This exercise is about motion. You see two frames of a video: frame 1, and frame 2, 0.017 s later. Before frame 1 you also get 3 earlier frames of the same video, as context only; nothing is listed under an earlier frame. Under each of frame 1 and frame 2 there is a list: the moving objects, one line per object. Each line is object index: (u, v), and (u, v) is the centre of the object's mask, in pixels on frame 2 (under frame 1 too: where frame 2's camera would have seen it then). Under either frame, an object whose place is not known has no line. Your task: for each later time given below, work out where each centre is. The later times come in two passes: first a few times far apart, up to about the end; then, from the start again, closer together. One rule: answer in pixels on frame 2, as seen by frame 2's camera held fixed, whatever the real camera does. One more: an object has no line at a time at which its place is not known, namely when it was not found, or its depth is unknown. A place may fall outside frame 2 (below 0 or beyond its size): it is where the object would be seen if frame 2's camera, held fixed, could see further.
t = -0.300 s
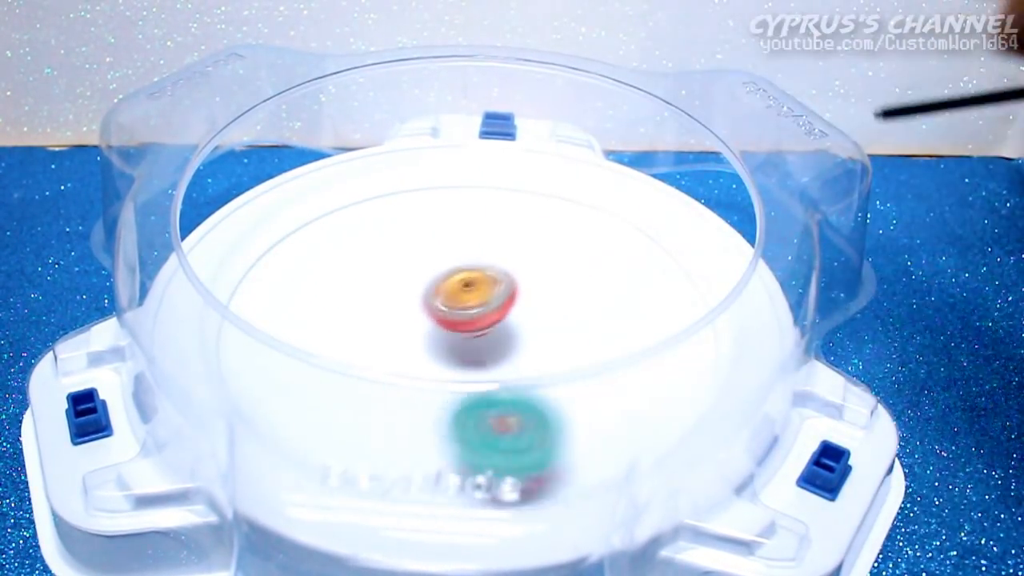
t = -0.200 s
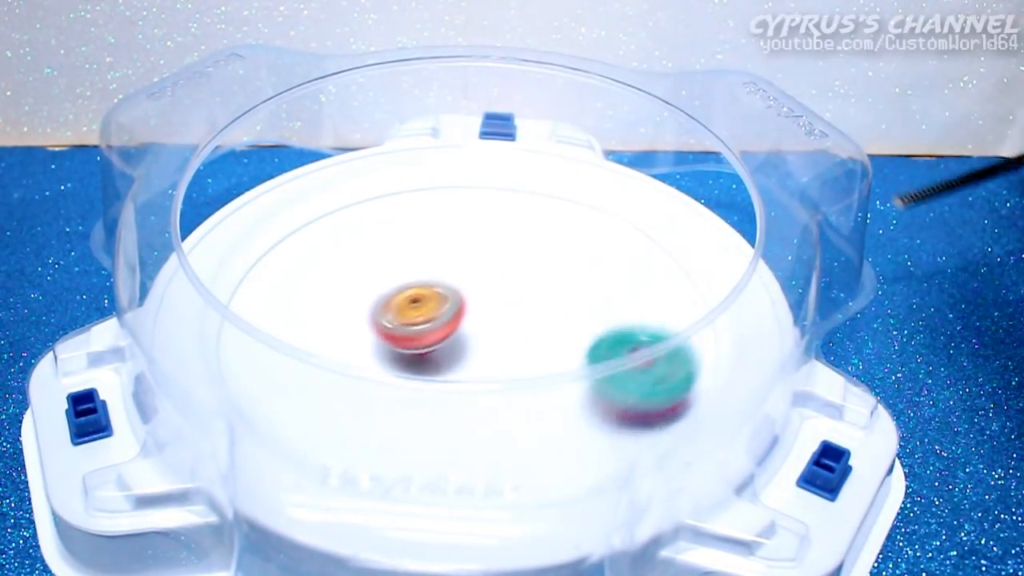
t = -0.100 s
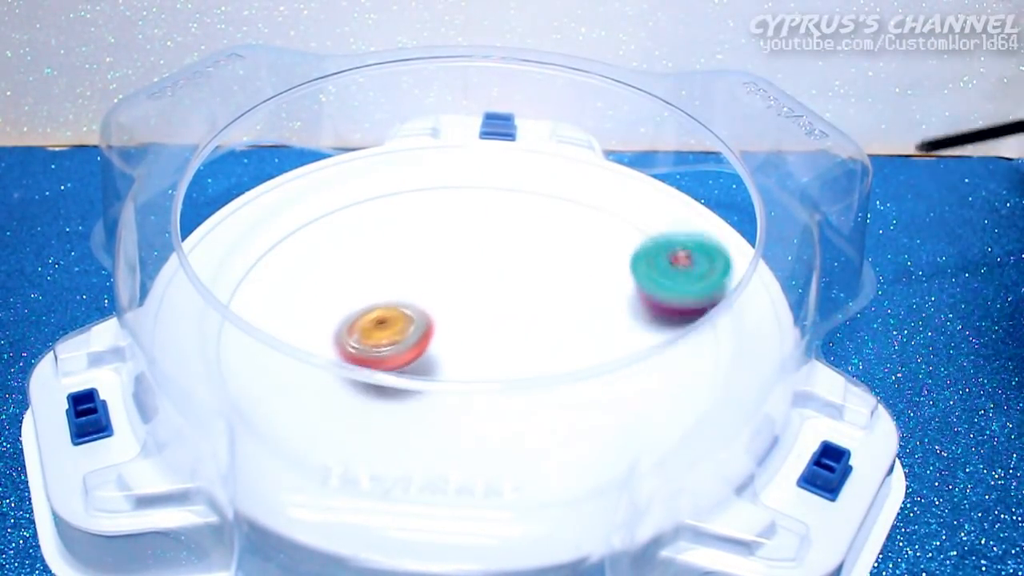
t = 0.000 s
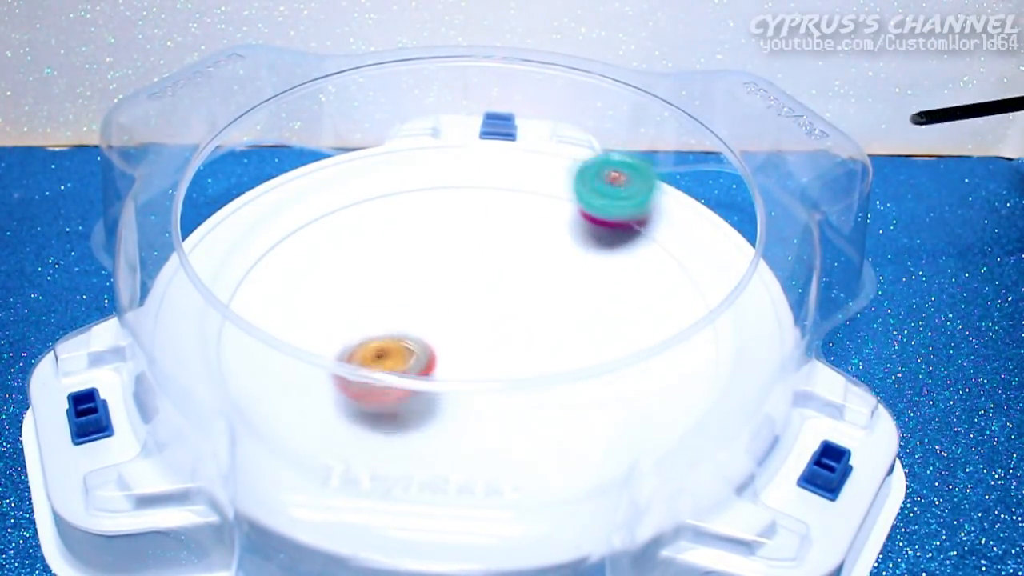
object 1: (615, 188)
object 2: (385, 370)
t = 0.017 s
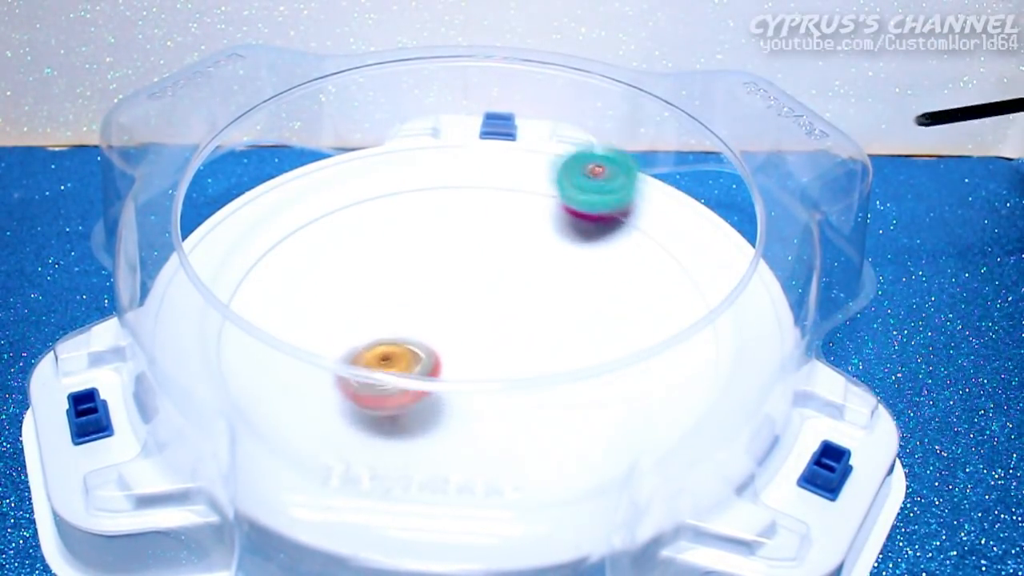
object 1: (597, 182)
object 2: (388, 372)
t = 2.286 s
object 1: (412, 440)
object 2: (591, 377)
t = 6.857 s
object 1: (550, 218)
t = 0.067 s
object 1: (531, 169)
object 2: (404, 399)
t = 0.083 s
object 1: (506, 166)
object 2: (409, 411)
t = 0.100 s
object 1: (484, 163)
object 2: (419, 415)
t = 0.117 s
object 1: (463, 162)
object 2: (429, 419)
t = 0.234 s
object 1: (312, 209)
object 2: (538, 429)
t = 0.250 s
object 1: (295, 222)
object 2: (555, 426)
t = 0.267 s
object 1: (284, 235)
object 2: (573, 421)
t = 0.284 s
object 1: (273, 251)
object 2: (588, 415)
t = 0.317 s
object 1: (264, 280)
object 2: (616, 403)
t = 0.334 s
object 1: (268, 293)
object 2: (625, 390)
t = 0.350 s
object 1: (277, 303)
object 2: (633, 380)
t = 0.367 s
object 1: (279, 321)
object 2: (637, 370)
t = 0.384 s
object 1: (288, 337)
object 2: (639, 360)
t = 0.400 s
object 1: (297, 360)
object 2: (639, 350)
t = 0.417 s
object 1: (311, 373)
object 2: (634, 332)
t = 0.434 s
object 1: (324, 399)
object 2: (630, 324)
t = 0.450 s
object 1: (345, 411)
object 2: (627, 318)
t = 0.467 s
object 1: (368, 420)
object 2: (622, 313)
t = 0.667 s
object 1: (644, 399)
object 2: (436, 238)
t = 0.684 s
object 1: (661, 390)
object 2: (416, 237)
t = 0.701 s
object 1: (675, 379)
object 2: (396, 234)
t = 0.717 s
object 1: (682, 364)
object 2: (375, 234)
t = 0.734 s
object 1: (688, 351)
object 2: (356, 233)
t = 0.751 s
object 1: (693, 338)
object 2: (339, 232)
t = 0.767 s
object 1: (694, 322)
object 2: (321, 236)
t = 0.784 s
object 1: (693, 309)
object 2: (304, 238)
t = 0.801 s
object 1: (684, 294)
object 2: (290, 240)
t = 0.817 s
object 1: (685, 284)
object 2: (275, 246)
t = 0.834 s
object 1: (682, 274)
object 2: (261, 251)
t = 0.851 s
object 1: (674, 263)
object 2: (248, 257)
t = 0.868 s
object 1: (663, 252)
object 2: (237, 264)
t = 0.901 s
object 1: (633, 232)
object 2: (239, 283)
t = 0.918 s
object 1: (613, 223)
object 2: (241, 302)
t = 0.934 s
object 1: (590, 216)
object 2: (248, 314)
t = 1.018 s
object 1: (472, 200)
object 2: (279, 374)
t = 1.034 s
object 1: (448, 201)
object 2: (284, 389)
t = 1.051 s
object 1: (424, 205)
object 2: (292, 398)
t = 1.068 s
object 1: (401, 210)
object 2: (304, 408)
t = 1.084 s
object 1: (380, 217)
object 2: (317, 418)
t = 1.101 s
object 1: (358, 227)
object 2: (335, 425)
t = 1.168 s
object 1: (293, 276)
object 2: (421, 444)
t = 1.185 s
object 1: (284, 291)
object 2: (446, 443)
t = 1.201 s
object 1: (282, 302)
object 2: (470, 444)
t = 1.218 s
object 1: (276, 318)
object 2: (494, 444)
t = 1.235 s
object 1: (276, 334)
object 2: (516, 442)
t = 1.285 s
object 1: (282, 394)
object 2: (576, 418)
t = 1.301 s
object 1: (294, 405)
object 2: (592, 406)
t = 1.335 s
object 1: (329, 435)
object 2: (614, 380)
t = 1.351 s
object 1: (354, 450)
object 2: (622, 367)
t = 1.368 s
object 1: (385, 456)
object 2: (625, 350)
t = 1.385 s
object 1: (418, 461)
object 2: (621, 329)
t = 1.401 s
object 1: (449, 463)
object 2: (626, 320)
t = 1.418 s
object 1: (476, 463)
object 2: (627, 310)
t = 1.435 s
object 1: (506, 460)
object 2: (623, 296)
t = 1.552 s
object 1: (668, 390)
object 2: (551, 209)
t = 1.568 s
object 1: (684, 377)
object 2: (535, 199)
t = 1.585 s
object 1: (688, 357)
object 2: (517, 189)
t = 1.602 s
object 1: (693, 338)
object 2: (499, 180)
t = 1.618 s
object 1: (687, 318)
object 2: (481, 175)
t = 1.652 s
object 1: (675, 289)
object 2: (444, 164)
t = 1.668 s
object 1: (665, 276)
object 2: (425, 161)
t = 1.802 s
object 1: (500, 206)
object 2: (287, 214)
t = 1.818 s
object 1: (475, 203)
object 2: (273, 224)
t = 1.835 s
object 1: (453, 201)
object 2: (261, 238)
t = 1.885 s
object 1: (387, 204)
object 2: (245, 281)
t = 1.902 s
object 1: (366, 208)
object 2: (235, 299)
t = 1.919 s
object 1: (346, 213)
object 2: (233, 313)
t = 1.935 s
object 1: (326, 219)
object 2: (233, 327)
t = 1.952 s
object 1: (308, 226)
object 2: (236, 340)
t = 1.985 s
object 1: (276, 244)
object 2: (244, 363)
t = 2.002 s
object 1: (262, 255)
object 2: (251, 375)
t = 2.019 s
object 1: (250, 265)
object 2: (262, 385)
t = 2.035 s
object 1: (243, 275)
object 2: (275, 395)
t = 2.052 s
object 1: (232, 289)
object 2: (293, 404)
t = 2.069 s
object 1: (223, 304)
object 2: (314, 414)
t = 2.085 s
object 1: (222, 321)
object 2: (336, 419)
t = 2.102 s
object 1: (229, 337)
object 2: (360, 424)
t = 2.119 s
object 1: (230, 360)
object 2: (383, 427)
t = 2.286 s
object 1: (412, 440)
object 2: (591, 377)
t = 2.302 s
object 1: (441, 441)
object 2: (602, 365)
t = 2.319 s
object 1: (469, 442)
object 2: (611, 351)
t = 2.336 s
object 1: (495, 440)
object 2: (612, 330)
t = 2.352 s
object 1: (521, 437)
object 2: (619, 323)
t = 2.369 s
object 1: (543, 429)
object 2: (624, 312)
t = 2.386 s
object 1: (567, 420)
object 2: (627, 299)
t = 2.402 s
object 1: (588, 411)
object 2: (628, 289)
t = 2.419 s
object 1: (608, 402)
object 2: (625, 273)
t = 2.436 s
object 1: (616, 384)
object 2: (621, 261)
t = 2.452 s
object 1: (624, 370)
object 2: (616, 247)
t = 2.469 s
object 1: (625, 350)
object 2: (608, 233)
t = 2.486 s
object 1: (619, 330)
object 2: (599, 220)
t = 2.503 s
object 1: (621, 321)
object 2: (588, 208)
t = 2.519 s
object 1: (622, 310)
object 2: (577, 201)
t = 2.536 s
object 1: (619, 295)
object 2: (564, 191)
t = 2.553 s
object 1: (613, 279)
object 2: (549, 184)
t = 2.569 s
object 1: (604, 266)
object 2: (534, 178)
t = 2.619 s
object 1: (567, 231)
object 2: (486, 162)
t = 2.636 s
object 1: (550, 222)
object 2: (469, 163)
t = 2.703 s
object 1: (489, 202)
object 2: (386, 173)
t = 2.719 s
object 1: (474, 202)
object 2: (364, 175)
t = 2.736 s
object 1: (458, 201)
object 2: (345, 184)
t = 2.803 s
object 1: (391, 210)
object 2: (278, 231)
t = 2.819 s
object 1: (376, 216)
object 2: (265, 246)
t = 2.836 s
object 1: (363, 225)
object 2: (254, 262)
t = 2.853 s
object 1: (350, 234)
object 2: (248, 276)
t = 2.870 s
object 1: (339, 245)
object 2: (241, 294)
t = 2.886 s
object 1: (328, 258)
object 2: (236, 310)
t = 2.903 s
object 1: (321, 271)
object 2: (236, 327)
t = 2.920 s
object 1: (318, 281)
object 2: (237, 342)
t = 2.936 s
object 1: (317, 292)
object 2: (239, 359)
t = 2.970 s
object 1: (325, 315)
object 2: (255, 389)
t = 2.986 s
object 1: (334, 326)
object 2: (269, 401)
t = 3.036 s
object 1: (378, 371)
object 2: (331, 441)
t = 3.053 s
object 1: (400, 387)
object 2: (352, 450)
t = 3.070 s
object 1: (419, 389)
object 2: (366, 454)
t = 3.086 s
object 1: (441, 392)
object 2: (383, 471)
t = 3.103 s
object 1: (459, 395)
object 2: (404, 488)
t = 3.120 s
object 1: (476, 393)
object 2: (425, 495)
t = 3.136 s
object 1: (494, 392)
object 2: (446, 504)
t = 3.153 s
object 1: (515, 389)
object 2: (463, 507)
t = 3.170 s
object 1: (534, 382)
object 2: (486, 509)
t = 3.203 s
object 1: (570, 366)
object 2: (535, 511)
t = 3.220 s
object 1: (583, 357)
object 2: (553, 511)
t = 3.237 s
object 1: (589, 338)
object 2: (562, 512)
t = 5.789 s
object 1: (334, 192)
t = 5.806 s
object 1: (328, 192)
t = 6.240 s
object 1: (331, 193)
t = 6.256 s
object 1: (333, 194)
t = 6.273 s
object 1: (335, 194)
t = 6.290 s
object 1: (337, 195)
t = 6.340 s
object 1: (347, 196)
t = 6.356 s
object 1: (349, 197)
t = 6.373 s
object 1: (355, 199)
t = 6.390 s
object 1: (357, 199)
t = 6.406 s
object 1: (363, 203)
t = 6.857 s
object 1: (550, 218)
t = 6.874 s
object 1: (556, 216)
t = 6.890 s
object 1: (557, 215)
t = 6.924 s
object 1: (561, 211)
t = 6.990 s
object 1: (564, 205)
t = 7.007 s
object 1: (564, 205)
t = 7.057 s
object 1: (559, 208)
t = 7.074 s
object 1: (557, 212)
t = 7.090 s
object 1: (553, 216)
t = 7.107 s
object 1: (551, 222)
